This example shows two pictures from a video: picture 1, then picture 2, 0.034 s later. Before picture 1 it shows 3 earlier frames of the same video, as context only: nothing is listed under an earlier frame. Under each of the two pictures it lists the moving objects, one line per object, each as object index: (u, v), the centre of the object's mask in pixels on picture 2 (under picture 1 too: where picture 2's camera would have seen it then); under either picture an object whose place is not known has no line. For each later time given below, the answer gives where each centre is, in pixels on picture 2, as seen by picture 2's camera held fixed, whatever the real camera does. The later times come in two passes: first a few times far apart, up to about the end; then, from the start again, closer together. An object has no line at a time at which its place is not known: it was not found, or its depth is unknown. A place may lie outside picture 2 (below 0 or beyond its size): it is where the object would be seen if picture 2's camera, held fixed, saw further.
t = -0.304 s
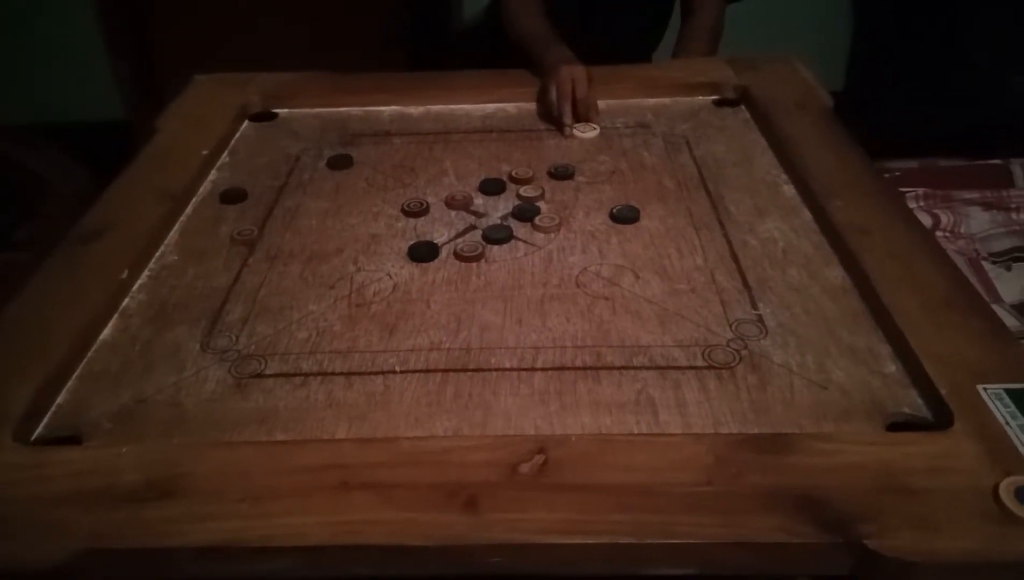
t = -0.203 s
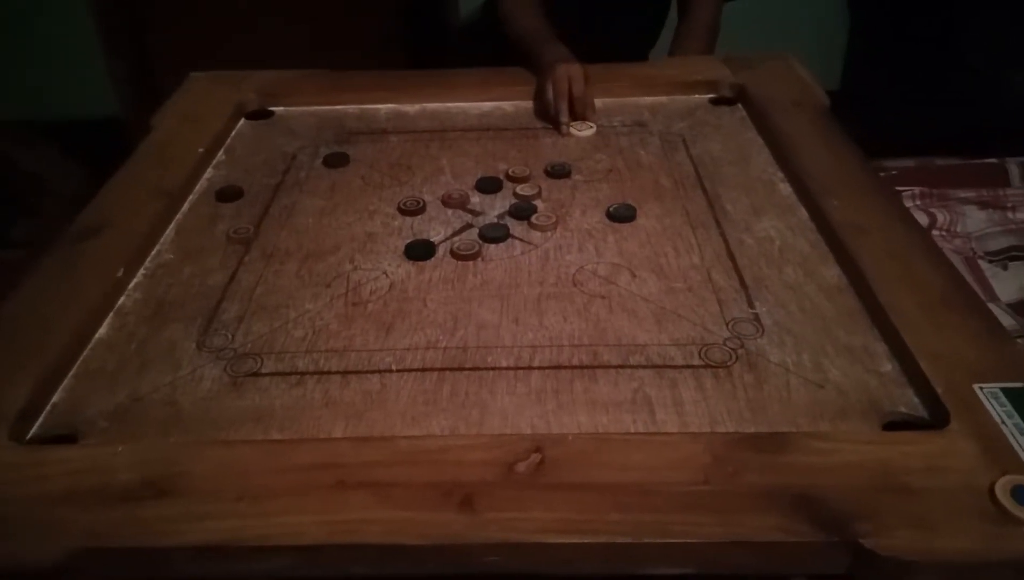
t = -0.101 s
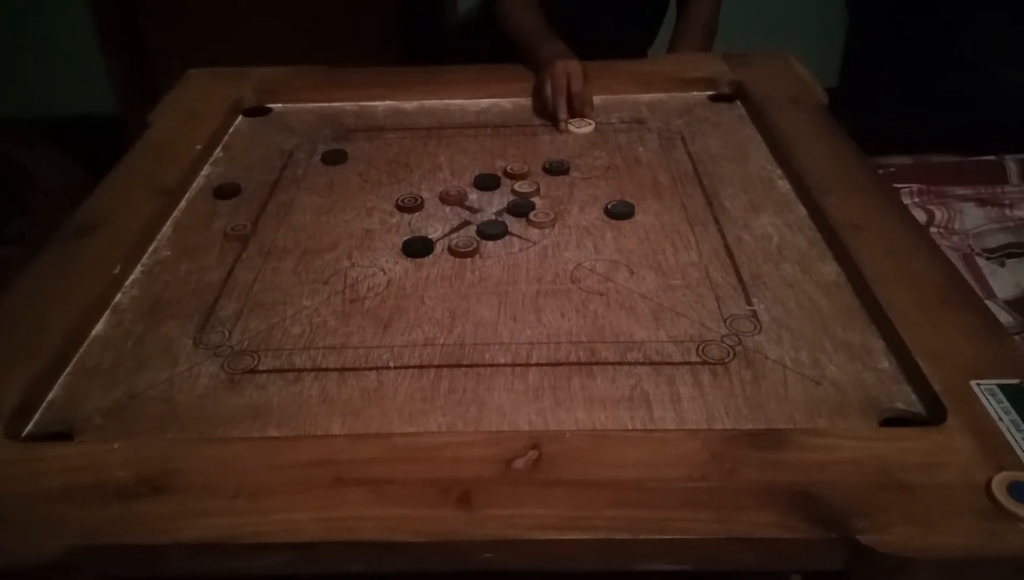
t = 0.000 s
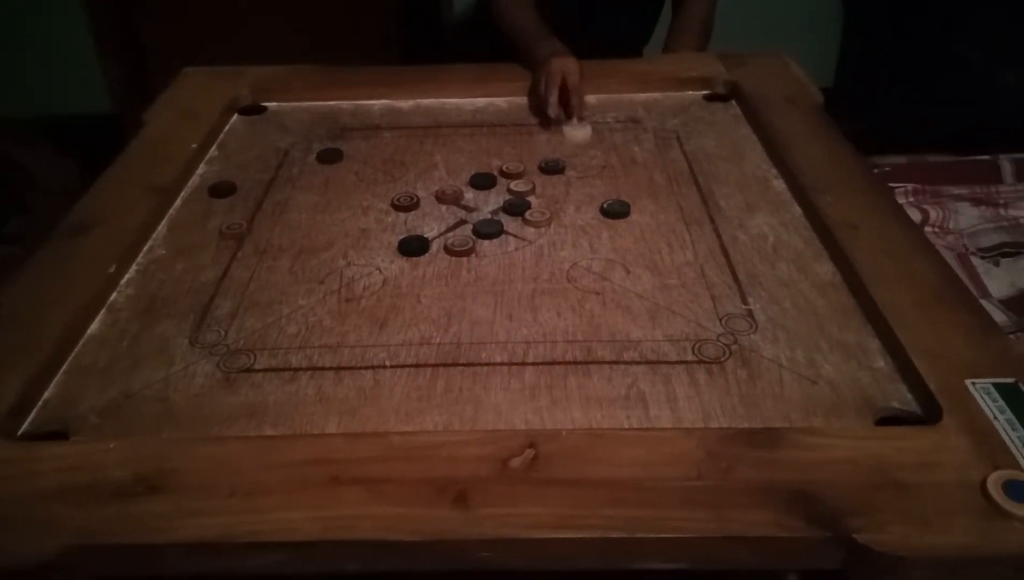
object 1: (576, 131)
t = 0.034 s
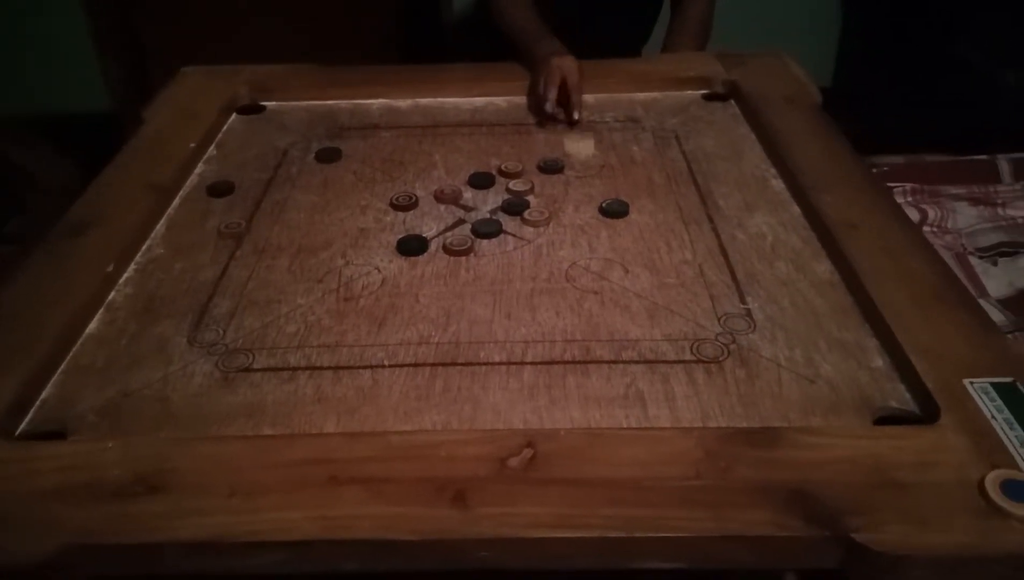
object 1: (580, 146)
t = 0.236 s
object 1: (576, 231)
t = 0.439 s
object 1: (549, 300)
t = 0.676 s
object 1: (531, 357)
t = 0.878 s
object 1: (523, 372)
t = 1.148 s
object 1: (523, 372)
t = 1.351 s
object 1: (522, 372)
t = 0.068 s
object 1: (583, 160)
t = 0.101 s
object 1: (586, 176)
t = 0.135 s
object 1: (589, 193)
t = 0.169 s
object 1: (587, 208)
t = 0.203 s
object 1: (581, 220)
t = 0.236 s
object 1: (576, 231)
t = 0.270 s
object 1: (571, 244)
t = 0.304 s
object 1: (568, 255)
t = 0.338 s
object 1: (562, 267)
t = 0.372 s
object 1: (557, 278)
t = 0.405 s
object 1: (553, 289)
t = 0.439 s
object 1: (549, 300)
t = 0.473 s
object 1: (545, 310)
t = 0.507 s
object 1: (542, 320)
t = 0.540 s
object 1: (538, 328)
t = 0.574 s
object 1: (536, 337)
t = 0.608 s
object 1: (534, 345)
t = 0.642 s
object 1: (532, 351)
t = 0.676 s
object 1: (531, 357)
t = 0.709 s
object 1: (529, 362)
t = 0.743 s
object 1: (528, 365)
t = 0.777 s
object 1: (526, 368)
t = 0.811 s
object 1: (524, 370)
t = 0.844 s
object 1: (523, 372)
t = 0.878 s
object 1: (523, 372)
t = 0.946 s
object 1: (522, 372)
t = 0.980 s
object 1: (523, 372)
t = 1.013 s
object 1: (523, 372)
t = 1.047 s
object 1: (523, 372)
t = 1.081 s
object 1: (523, 372)
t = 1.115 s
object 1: (523, 372)
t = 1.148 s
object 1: (523, 372)
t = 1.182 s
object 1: (523, 372)
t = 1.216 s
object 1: (522, 372)
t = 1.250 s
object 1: (523, 372)
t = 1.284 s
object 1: (523, 372)
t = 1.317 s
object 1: (523, 372)
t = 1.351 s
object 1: (522, 372)
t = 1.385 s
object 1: (522, 372)
